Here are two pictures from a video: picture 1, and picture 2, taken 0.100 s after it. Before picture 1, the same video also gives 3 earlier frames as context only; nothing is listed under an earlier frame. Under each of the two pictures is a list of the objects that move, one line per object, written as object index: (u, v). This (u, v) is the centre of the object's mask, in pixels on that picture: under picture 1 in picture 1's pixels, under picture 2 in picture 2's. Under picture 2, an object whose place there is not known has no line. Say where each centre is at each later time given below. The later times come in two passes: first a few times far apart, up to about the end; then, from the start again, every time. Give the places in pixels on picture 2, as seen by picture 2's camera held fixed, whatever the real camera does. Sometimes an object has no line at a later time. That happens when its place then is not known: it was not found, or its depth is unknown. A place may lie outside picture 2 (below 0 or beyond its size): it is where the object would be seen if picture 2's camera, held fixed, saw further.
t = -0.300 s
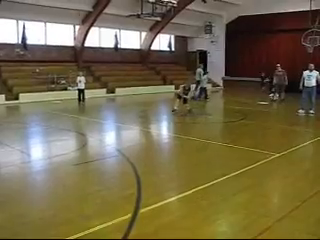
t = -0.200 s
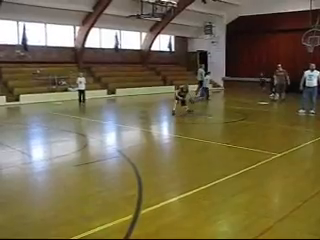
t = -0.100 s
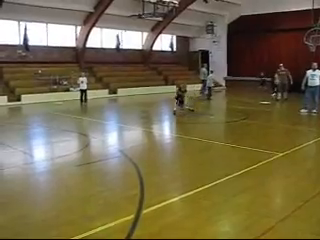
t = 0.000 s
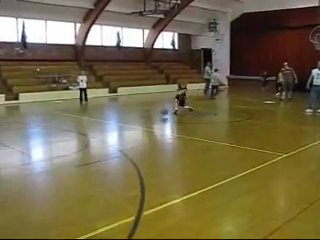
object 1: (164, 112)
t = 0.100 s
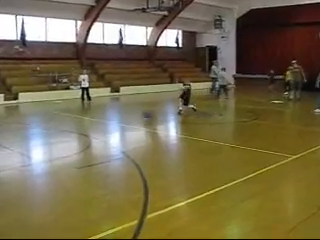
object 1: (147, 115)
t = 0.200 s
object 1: (127, 116)
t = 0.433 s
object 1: (78, 122)
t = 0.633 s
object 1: (30, 127)
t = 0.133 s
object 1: (140, 115)
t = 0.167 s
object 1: (134, 115)
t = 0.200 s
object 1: (127, 116)
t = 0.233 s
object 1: (120, 117)
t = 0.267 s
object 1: (113, 118)
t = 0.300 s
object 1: (106, 120)
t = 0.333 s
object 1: (99, 120)
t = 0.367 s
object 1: (92, 120)
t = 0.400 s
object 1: (84, 121)
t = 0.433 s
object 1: (78, 122)
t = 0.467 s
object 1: (70, 122)
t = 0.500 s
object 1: (62, 124)
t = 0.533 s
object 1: (54, 126)
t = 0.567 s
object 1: (46, 127)
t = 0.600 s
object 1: (39, 126)
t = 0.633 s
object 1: (30, 127)
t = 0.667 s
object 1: (21, 127)
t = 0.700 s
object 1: (13, 129)
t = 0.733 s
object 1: (3, 130)
